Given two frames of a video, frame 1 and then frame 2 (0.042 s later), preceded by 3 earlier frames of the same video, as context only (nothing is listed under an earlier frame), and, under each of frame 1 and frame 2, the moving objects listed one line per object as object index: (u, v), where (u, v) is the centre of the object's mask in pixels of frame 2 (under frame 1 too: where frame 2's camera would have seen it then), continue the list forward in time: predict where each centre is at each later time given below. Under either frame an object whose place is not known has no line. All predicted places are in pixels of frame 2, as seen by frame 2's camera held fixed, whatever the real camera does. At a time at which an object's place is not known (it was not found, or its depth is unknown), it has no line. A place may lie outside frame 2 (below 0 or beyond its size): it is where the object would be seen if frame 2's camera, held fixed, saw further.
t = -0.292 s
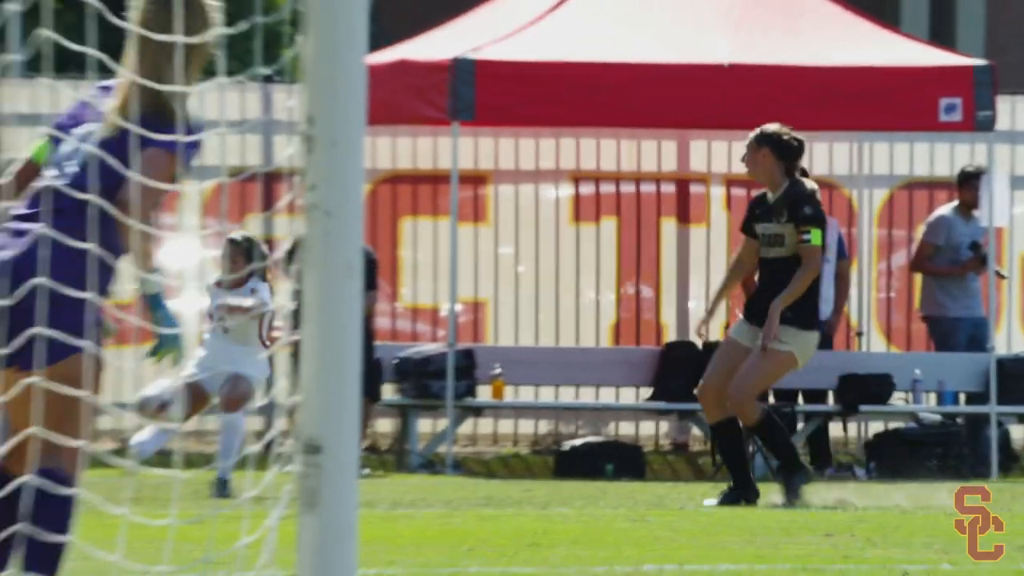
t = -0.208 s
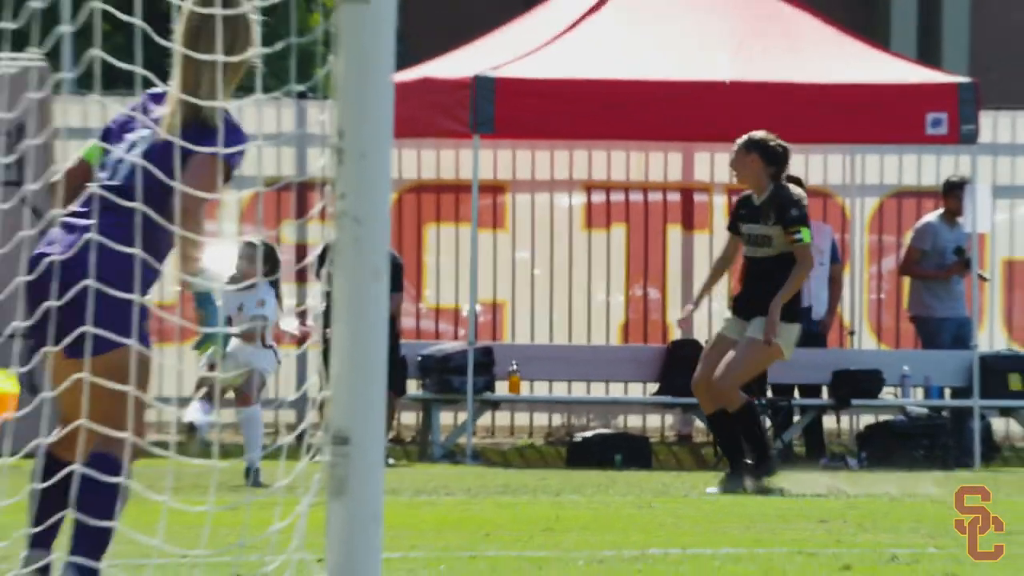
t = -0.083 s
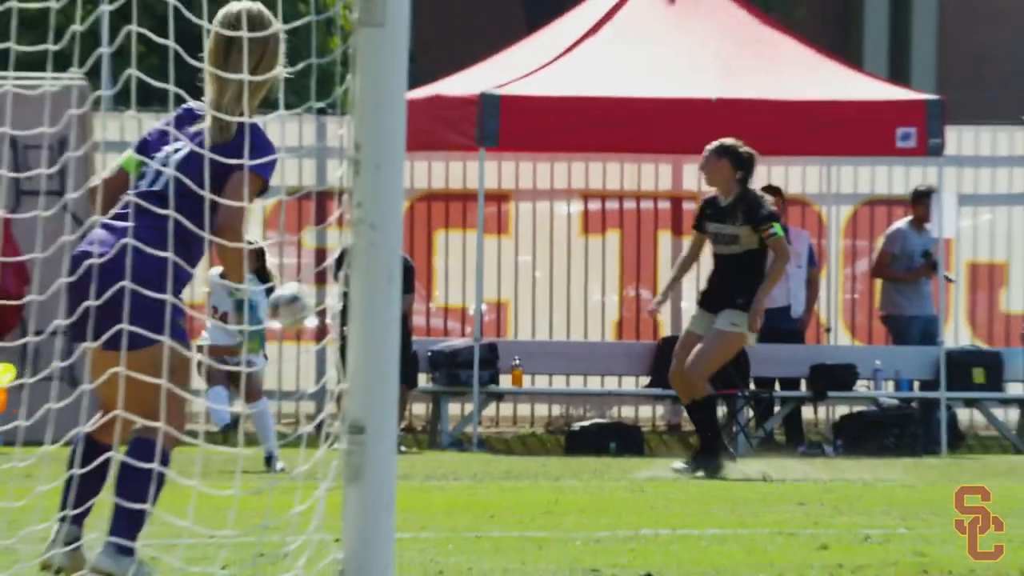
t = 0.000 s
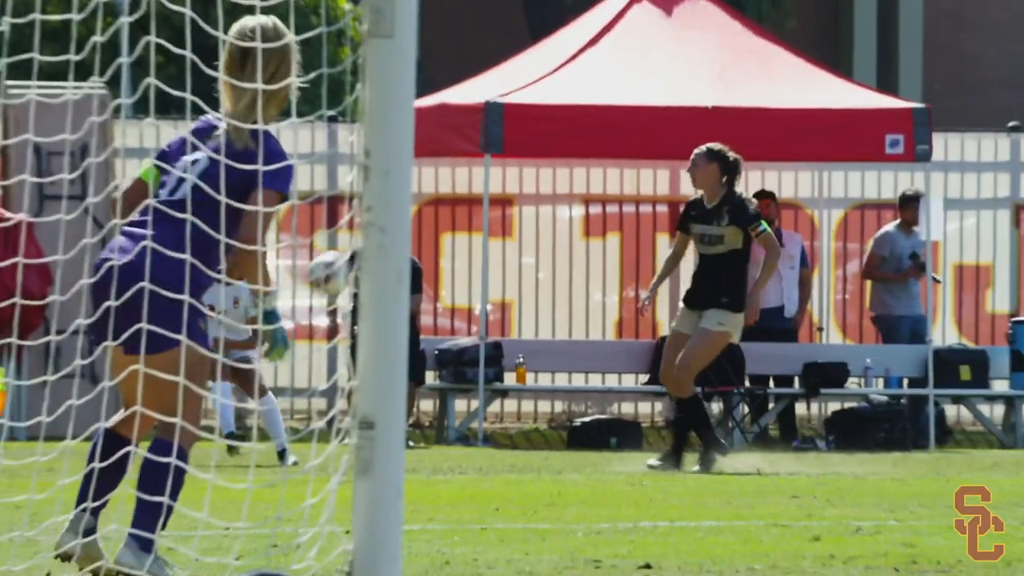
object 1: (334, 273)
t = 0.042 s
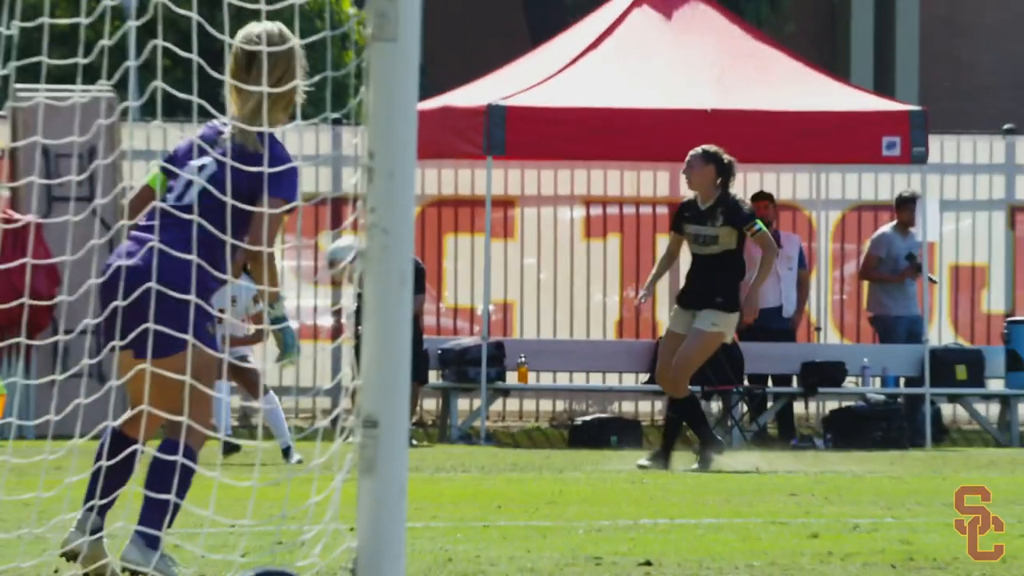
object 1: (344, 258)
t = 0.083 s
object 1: (353, 243)
